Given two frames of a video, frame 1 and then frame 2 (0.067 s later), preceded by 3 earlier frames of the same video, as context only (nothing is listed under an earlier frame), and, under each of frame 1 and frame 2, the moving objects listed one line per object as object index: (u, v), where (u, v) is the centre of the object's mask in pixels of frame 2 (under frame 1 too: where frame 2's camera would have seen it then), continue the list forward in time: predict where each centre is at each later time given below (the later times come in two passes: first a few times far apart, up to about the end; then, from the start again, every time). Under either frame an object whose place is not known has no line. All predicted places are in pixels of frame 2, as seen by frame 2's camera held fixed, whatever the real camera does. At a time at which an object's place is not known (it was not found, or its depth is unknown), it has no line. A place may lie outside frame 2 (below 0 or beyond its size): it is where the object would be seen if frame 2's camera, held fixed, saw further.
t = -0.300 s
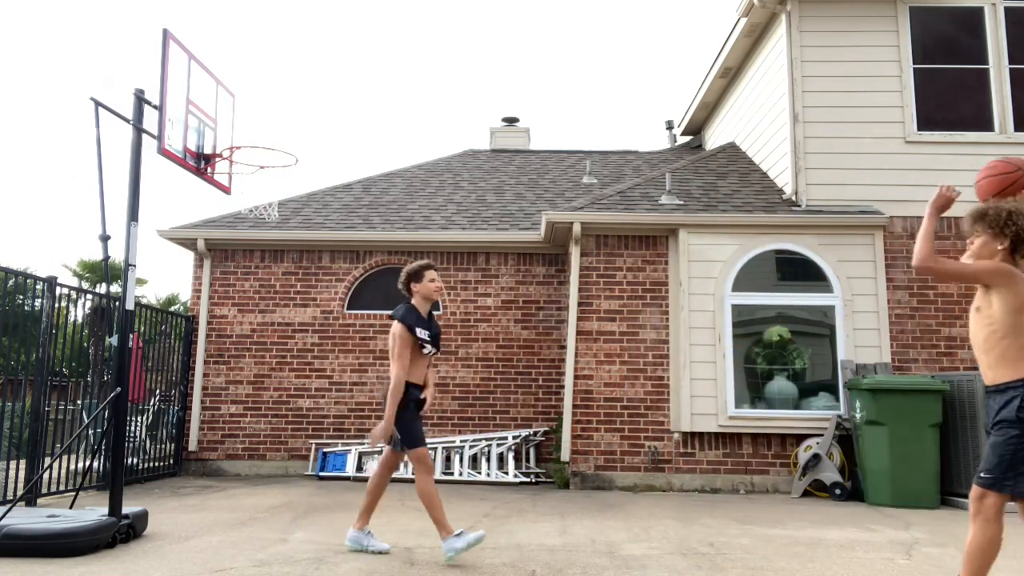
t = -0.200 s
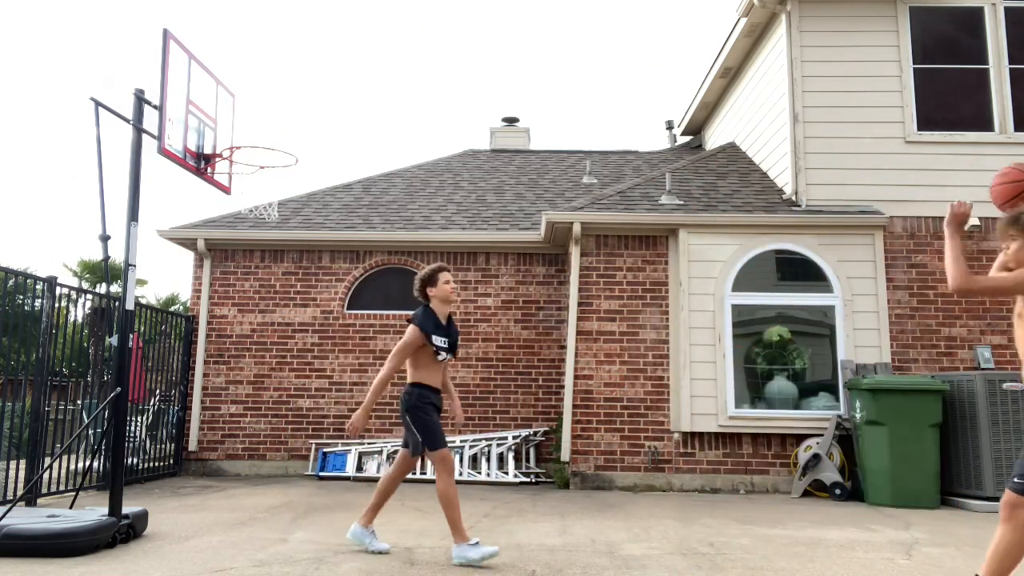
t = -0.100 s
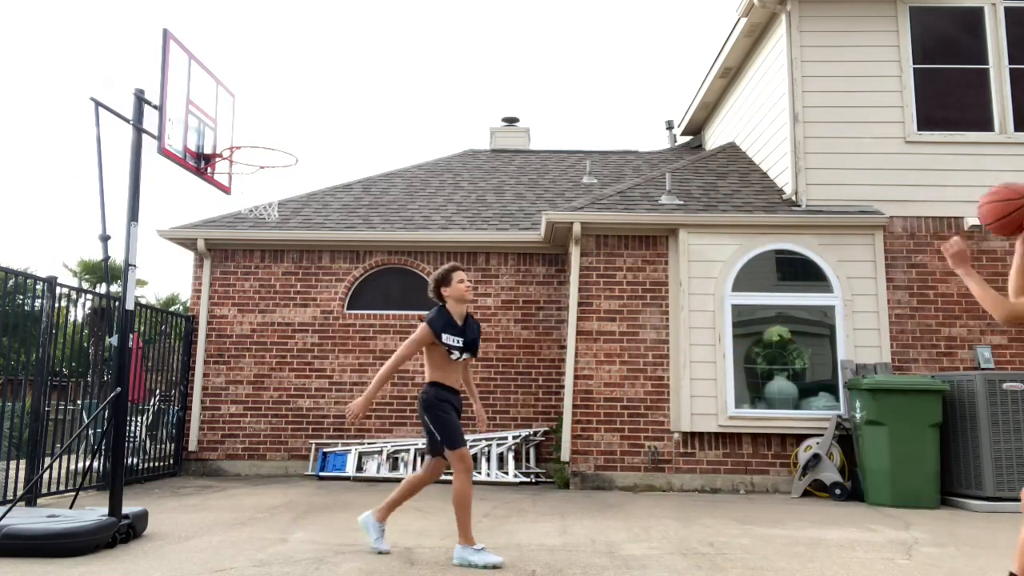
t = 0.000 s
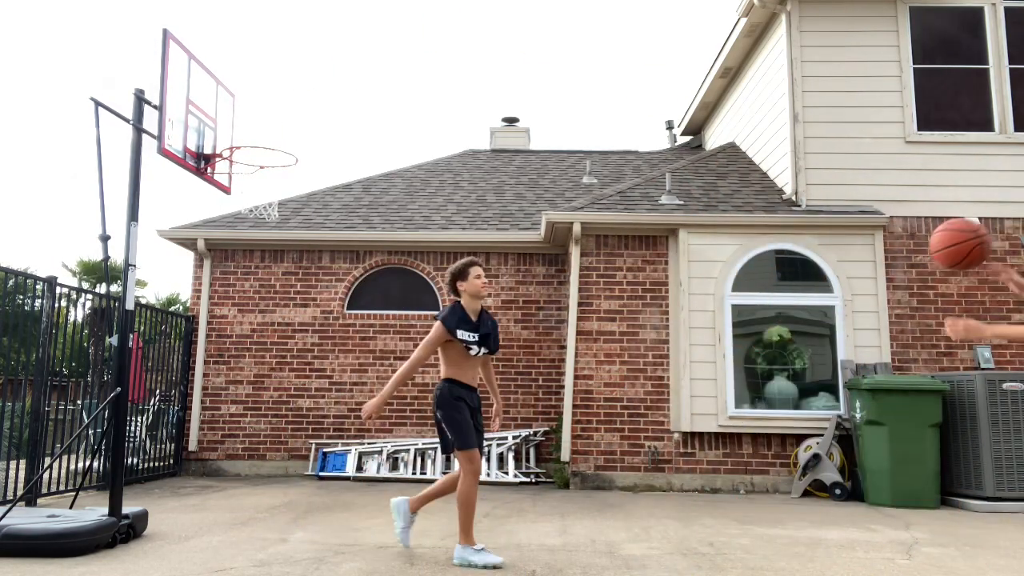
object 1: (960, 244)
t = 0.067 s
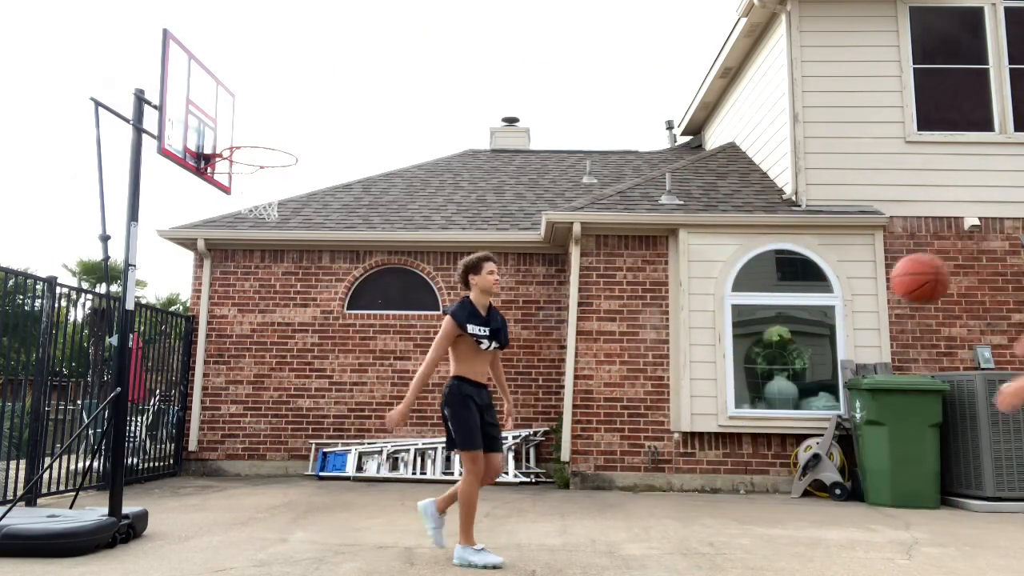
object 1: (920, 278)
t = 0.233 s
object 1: (827, 398)
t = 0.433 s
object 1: (733, 538)
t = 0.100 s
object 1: (901, 299)
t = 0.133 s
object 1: (882, 321)
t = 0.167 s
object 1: (864, 345)
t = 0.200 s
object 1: (845, 372)
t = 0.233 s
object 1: (827, 398)
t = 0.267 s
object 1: (809, 429)
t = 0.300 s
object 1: (791, 461)
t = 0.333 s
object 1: (776, 495)
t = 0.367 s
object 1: (759, 532)
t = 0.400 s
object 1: (742, 561)
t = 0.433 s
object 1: (733, 538)
